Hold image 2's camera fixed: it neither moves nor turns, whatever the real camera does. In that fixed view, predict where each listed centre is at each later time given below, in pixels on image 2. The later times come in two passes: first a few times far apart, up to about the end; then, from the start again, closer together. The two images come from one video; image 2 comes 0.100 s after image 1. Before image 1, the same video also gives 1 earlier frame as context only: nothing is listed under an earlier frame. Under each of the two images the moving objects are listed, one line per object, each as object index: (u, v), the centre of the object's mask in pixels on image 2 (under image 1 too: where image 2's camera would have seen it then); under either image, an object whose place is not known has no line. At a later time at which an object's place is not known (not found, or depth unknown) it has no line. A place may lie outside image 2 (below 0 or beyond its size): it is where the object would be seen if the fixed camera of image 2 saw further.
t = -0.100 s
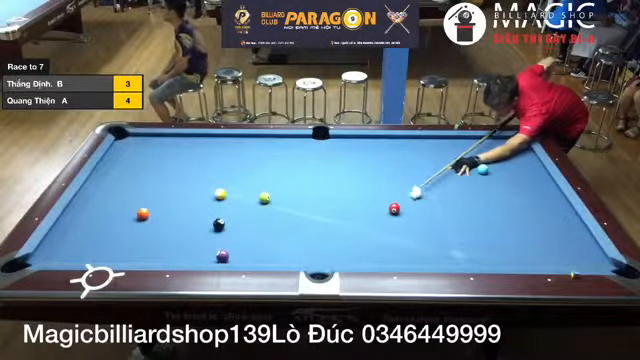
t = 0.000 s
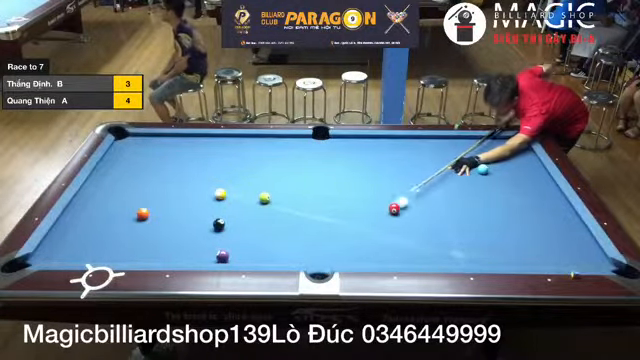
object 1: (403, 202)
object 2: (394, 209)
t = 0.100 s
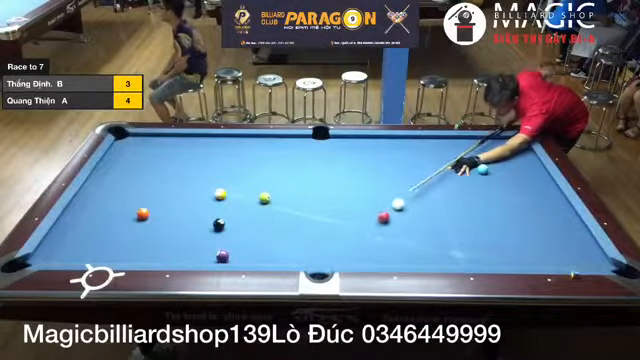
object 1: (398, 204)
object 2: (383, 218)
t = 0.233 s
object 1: (393, 206)
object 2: (370, 229)
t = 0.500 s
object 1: (382, 212)
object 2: (345, 248)
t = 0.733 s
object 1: (372, 216)
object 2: (323, 266)
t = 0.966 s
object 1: (364, 220)
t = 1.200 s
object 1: (355, 224)
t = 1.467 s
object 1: (346, 228)
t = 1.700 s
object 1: (338, 231)
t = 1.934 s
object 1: (332, 234)
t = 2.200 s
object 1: (325, 237)
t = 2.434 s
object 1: (320, 239)
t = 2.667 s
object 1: (316, 241)
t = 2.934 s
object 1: (311, 243)
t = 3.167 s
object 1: (308, 244)
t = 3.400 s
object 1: (306, 245)
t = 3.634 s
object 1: (305, 245)
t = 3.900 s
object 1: (305, 245)
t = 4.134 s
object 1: (305, 245)
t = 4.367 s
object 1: (305, 245)
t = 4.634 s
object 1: (304, 245)
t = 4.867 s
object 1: (304, 245)
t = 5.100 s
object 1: (304, 245)
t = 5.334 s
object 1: (305, 245)
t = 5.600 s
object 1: (305, 245)
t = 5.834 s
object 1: (305, 245)
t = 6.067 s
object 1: (305, 245)
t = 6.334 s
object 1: (305, 245)
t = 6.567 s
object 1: (305, 245)
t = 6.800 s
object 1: (305, 245)
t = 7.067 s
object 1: (305, 245)
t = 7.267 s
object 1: (305, 245)
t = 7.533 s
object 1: (305, 245)
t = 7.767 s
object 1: (305, 245)
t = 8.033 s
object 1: (305, 245)
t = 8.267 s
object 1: (305, 245)
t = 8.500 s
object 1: (305, 245)
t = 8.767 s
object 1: (305, 245)
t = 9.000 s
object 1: (304, 245)
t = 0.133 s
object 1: (397, 204)
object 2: (380, 220)
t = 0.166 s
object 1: (395, 205)
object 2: (376, 222)
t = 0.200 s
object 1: (394, 205)
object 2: (373, 226)
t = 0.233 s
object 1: (393, 206)
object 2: (370, 229)
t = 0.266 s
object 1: (391, 207)
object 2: (367, 231)
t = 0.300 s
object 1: (390, 208)
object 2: (364, 233)
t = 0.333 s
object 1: (388, 208)
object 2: (361, 236)
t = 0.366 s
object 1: (387, 209)
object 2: (358, 238)
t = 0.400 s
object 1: (386, 210)
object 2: (355, 240)
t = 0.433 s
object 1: (384, 210)
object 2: (352, 243)
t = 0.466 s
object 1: (383, 211)
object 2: (348, 246)
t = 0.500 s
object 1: (382, 212)
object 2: (345, 248)
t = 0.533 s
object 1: (381, 212)
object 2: (342, 252)
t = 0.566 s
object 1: (379, 213)
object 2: (338, 254)
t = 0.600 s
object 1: (377, 214)
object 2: (335, 256)
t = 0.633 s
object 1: (376, 214)
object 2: (331, 259)
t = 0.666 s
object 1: (375, 215)
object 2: (328, 263)
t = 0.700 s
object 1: (374, 216)
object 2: (325, 265)
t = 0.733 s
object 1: (372, 216)
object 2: (323, 266)
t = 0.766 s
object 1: (371, 217)
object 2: (315, 270)
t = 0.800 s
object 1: (369, 217)
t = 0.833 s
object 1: (368, 218)
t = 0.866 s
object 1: (367, 218)
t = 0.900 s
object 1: (366, 219)
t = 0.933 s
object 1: (365, 219)
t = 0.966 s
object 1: (364, 220)
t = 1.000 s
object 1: (362, 221)
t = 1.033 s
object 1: (361, 221)
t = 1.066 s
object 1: (360, 222)
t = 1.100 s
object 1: (358, 222)
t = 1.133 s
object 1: (357, 223)
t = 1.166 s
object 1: (356, 223)
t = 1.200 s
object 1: (355, 224)
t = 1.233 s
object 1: (353, 224)
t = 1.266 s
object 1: (353, 225)
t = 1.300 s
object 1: (351, 225)
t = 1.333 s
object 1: (350, 226)
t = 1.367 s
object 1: (349, 226)
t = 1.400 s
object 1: (348, 227)
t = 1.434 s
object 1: (347, 228)
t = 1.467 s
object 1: (346, 228)
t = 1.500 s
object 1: (345, 228)
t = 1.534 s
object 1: (343, 229)
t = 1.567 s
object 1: (342, 229)
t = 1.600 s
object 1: (341, 230)
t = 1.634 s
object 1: (340, 230)
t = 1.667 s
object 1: (339, 231)
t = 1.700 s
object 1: (338, 231)
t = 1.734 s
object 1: (337, 232)
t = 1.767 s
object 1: (336, 232)
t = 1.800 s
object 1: (335, 232)
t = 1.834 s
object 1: (335, 233)
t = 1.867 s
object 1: (334, 233)
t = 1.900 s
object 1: (333, 234)
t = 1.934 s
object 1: (332, 234)
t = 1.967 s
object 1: (331, 234)
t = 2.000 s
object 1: (330, 235)
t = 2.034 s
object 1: (329, 235)
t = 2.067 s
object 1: (328, 236)
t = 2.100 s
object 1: (327, 236)
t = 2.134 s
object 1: (326, 236)
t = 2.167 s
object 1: (326, 237)
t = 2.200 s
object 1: (325, 237)
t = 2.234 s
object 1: (325, 237)
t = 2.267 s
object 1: (323, 237)
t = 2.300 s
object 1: (323, 238)
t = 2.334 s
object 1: (322, 238)
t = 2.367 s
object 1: (321, 238)
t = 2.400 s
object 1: (321, 239)
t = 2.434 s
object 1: (320, 239)
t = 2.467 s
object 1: (319, 239)
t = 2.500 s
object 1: (319, 239)
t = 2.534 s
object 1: (318, 240)
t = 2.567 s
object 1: (318, 240)
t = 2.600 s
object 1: (317, 240)
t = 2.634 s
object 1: (316, 240)
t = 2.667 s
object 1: (316, 241)
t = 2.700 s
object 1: (315, 241)
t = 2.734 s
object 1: (314, 241)
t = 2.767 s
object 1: (313, 242)
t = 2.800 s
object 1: (313, 242)
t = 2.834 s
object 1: (313, 242)
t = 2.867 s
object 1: (312, 242)
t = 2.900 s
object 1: (311, 243)
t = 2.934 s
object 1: (311, 243)
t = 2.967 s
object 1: (311, 243)
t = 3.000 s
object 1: (311, 243)
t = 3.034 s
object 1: (310, 243)
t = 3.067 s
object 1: (310, 243)
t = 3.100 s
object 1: (309, 244)
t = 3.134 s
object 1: (308, 244)
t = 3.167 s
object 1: (308, 244)
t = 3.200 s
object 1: (307, 244)
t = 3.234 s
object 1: (307, 244)
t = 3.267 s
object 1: (307, 244)
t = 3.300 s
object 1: (307, 245)
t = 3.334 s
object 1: (307, 245)
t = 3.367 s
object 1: (307, 245)
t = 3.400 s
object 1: (306, 245)
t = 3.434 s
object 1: (306, 245)
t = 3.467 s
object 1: (306, 245)
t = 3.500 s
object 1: (306, 245)
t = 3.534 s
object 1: (305, 244)
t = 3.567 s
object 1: (305, 245)
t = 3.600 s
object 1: (305, 245)
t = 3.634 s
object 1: (305, 245)
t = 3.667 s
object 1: (305, 245)
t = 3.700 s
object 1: (305, 245)
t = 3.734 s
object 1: (305, 245)
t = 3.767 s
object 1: (305, 245)
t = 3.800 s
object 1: (305, 245)
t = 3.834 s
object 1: (305, 245)
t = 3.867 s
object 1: (305, 245)
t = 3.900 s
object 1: (305, 245)
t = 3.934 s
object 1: (305, 245)
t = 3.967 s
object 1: (305, 245)
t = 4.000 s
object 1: (305, 245)
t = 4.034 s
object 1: (305, 245)
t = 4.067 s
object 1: (305, 245)
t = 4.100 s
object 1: (305, 245)
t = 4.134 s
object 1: (305, 245)
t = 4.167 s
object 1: (305, 245)
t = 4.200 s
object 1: (305, 245)
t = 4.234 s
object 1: (305, 245)
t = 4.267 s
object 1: (305, 245)
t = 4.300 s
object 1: (305, 245)
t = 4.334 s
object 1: (305, 245)
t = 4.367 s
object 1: (305, 245)
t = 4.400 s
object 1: (305, 245)
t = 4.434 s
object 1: (305, 245)
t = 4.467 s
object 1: (305, 245)
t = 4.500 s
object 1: (305, 245)
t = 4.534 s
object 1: (305, 245)
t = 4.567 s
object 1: (305, 245)
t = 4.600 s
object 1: (304, 245)
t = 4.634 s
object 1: (304, 245)
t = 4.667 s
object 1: (304, 245)
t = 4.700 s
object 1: (304, 245)
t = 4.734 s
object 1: (304, 245)
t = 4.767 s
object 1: (304, 245)
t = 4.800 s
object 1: (304, 245)
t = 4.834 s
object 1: (304, 245)
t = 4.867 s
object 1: (304, 245)
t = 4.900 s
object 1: (304, 245)
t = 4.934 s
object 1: (304, 245)
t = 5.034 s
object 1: (304, 245)
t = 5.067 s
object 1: (304, 245)
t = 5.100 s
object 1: (304, 245)
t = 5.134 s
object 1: (305, 245)
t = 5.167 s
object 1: (305, 245)
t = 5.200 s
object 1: (305, 245)
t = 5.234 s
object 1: (305, 245)
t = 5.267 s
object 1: (305, 245)
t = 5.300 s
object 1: (305, 245)
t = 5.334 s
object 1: (305, 245)
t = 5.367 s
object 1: (305, 245)
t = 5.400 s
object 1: (305, 245)
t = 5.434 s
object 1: (305, 245)
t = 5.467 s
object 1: (305, 245)
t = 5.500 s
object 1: (305, 245)
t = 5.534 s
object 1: (305, 245)
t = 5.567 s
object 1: (305, 245)
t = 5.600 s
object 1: (305, 245)
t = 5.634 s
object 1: (305, 245)
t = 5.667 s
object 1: (305, 245)
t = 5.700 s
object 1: (305, 245)
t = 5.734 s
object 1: (305, 245)
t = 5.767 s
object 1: (305, 245)
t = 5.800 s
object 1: (305, 245)
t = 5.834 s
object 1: (305, 245)
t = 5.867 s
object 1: (305, 245)
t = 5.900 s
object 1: (305, 245)
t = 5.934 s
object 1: (305, 245)
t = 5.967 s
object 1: (305, 245)
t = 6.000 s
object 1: (305, 245)
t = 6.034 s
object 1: (305, 245)
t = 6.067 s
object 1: (305, 245)
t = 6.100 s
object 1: (305, 245)
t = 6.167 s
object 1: (305, 245)
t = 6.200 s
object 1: (305, 245)
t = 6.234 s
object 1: (305, 245)
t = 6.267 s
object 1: (305, 245)
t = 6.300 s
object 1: (305, 245)
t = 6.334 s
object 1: (305, 245)
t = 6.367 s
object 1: (305, 245)
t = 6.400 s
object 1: (305, 245)
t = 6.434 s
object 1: (305, 245)
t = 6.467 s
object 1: (305, 245)
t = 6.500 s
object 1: (305, 245)
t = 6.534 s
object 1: (305, 245)
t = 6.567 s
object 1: (305, 245)
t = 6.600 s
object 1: (305, 245)
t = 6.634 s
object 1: (305, 245)
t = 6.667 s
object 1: (305, 245)
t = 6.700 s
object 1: (305, 245)
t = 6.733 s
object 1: (305, 245)
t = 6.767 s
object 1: (305, 245)
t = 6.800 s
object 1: (305, 245)
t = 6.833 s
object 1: (305, 245)
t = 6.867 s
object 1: (305, 245)
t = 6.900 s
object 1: (305, 245)
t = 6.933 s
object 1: (305, 245)
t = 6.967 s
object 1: (305, 245)
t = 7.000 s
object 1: (305, 245)
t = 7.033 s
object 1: (305, 245)
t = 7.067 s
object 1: (305, 245)
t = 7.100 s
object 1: (305, 245)
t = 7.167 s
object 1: (305, 245)
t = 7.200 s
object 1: (305, 245)
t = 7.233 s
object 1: (305, 245)
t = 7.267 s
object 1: (305, 245)
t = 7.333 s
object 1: (305, 245)
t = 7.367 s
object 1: (305, 245)
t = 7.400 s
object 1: (305, 245)
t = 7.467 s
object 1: (305, 245)
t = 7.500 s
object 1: (305, 245)
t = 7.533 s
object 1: (305, 245)
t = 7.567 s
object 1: (305, 245)
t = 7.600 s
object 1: (305, 245)
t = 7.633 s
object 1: (305, 245)
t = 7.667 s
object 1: (305, 245)
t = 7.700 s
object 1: (305, 245)
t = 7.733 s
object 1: (305, 245)
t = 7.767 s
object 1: (305, 245)
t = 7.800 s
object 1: (305, 245)
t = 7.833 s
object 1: (305, 245)
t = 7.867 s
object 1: (305, 245)
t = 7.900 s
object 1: (305, 245)
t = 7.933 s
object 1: (305, 245)
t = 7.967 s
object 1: (305, 245)
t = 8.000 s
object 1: (305, 245)
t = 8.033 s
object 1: (305, 245)
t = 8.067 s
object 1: (305, 245)
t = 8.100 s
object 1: (305, 245)
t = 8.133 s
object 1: (305, 245)
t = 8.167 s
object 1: (305, 245)
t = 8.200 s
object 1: (305, 245)
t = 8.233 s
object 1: (305, 245)
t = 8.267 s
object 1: (305, 245)
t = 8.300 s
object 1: (305, 245)
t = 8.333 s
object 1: (305, 245)
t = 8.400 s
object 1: (305, 245)
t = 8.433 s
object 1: (305, 245)
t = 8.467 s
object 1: (305, 245)
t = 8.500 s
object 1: (305, 245)
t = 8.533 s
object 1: (305, 245)
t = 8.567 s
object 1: (305, 245)
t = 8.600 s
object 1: (305, 245)
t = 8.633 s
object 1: (305, 245)
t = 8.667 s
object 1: (305, 245)
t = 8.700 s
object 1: (305, 245)
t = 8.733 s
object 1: (305, 245)
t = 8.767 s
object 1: (305, 245)
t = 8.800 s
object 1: (305, 245)
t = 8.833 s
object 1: (305, 245)
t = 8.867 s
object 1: (305, 245)
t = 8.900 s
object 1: (305, 245)
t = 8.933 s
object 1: (305, 245)
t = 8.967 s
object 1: (305, 245)
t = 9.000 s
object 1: (304, 245)
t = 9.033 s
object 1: (305, 245)
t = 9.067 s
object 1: (305, 245)
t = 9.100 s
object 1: (305, 245)
